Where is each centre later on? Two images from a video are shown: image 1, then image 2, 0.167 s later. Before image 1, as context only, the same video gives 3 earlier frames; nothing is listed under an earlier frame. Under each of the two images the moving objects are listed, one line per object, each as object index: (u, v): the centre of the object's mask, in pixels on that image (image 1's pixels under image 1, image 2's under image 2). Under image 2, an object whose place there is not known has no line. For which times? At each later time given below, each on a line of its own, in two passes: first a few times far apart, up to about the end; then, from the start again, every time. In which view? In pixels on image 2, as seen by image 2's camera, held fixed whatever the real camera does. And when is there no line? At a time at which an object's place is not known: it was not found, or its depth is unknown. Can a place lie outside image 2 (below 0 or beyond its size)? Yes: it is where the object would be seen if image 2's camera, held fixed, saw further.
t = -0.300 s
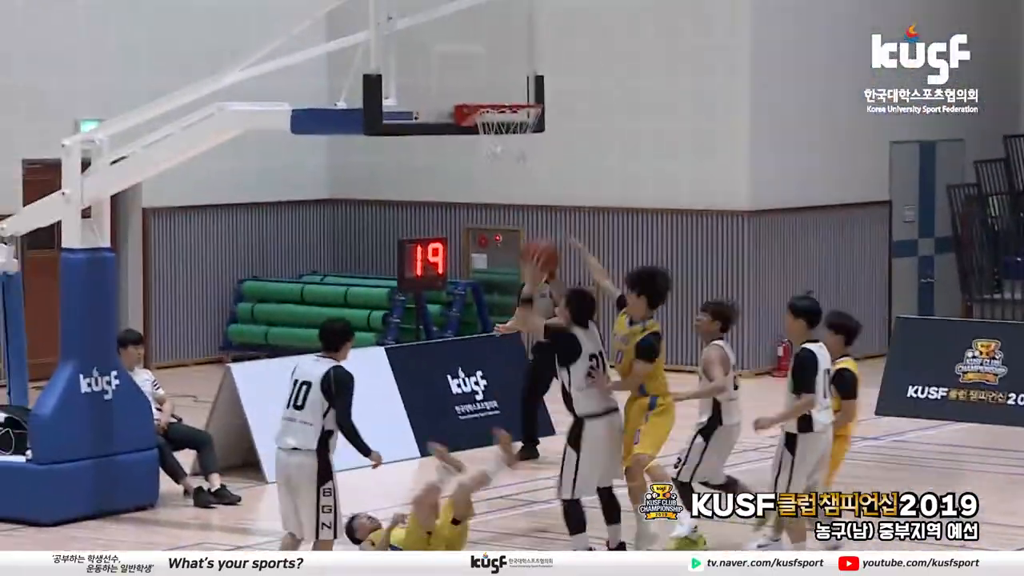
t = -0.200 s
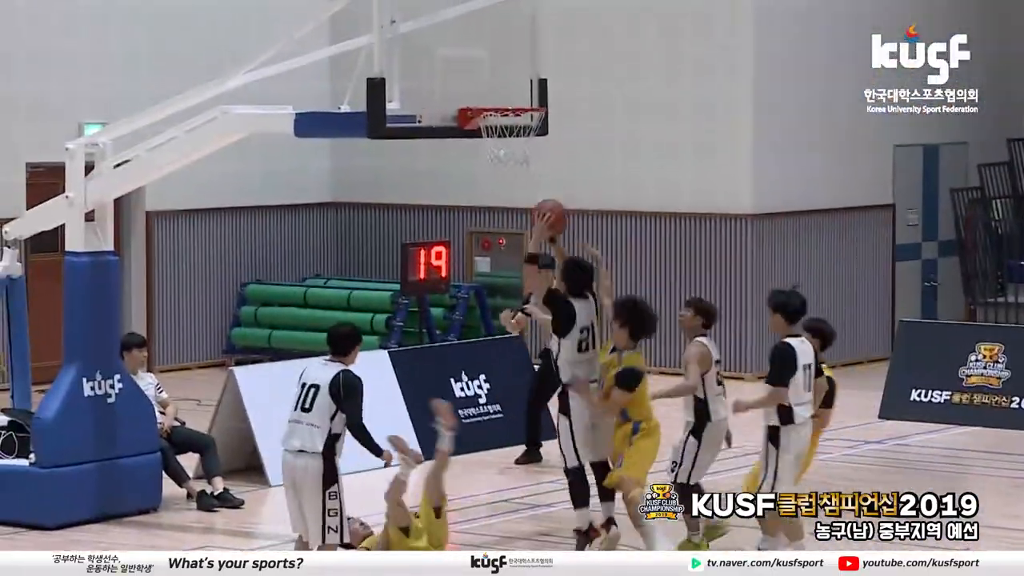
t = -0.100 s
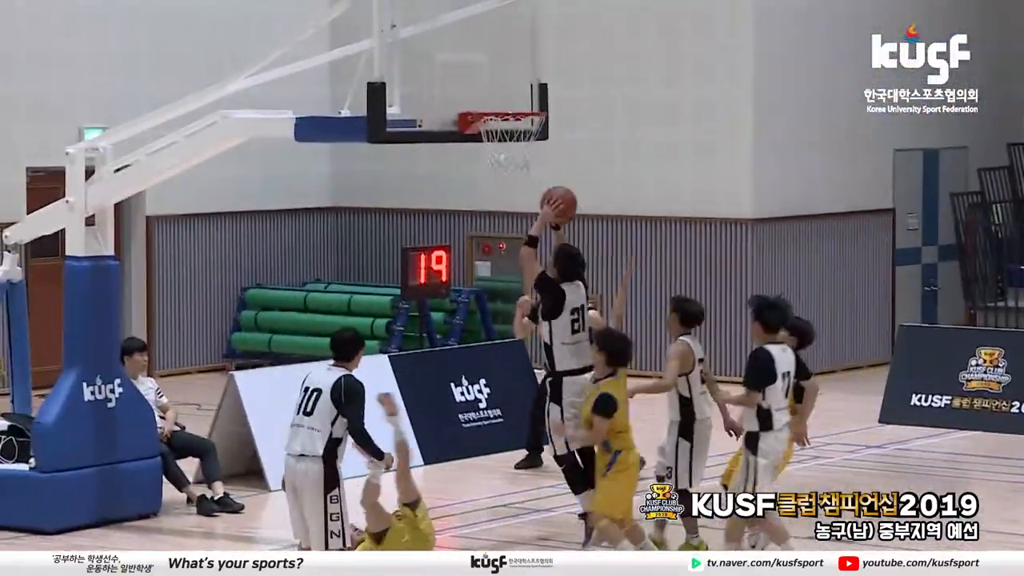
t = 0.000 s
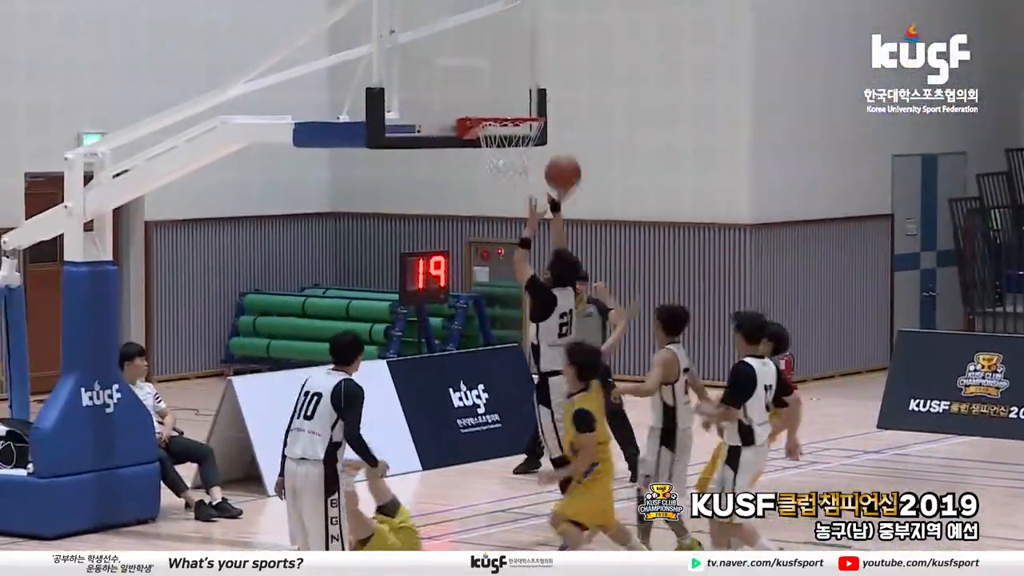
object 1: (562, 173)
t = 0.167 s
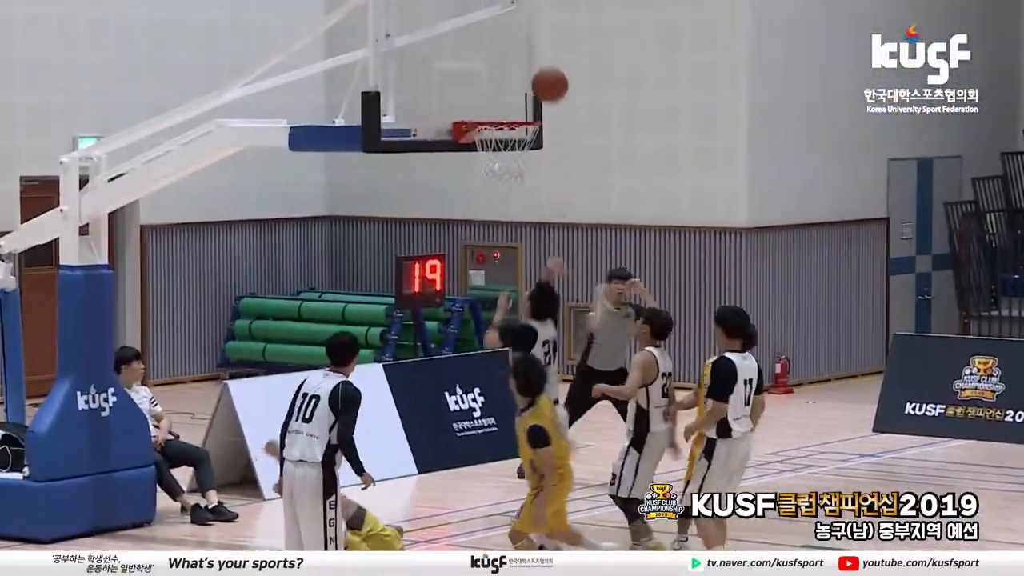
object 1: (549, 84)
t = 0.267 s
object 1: (544, 49)
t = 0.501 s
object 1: (532, 23)
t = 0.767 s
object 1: (530, 80)
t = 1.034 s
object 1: (572, 217)
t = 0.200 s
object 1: (548, 71)
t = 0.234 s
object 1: (546, 59)
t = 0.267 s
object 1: (544, 49)
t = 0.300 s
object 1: (542, 40)
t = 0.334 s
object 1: (541, 34)
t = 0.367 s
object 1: (539, 28)
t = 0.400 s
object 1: (537, 24)
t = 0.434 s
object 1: (536, 22)
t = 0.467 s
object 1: (534, 22)
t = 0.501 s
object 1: (532, 23)
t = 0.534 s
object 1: (530, 25)
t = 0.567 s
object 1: (529, 30)
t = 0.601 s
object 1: (527, 35)
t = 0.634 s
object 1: (525, 42)
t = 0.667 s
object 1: (523, 51)
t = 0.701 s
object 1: (522, 62)
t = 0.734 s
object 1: (525, 71)
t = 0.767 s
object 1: (530, 80)
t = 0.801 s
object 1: (535, 92)
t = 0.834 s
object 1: (541, 104)
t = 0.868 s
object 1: (548, 119)
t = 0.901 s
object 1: (553, 136)
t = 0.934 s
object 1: (557, 155)
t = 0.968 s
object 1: (562, 174)
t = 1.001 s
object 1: (567, 195)
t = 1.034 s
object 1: (572, 217)
